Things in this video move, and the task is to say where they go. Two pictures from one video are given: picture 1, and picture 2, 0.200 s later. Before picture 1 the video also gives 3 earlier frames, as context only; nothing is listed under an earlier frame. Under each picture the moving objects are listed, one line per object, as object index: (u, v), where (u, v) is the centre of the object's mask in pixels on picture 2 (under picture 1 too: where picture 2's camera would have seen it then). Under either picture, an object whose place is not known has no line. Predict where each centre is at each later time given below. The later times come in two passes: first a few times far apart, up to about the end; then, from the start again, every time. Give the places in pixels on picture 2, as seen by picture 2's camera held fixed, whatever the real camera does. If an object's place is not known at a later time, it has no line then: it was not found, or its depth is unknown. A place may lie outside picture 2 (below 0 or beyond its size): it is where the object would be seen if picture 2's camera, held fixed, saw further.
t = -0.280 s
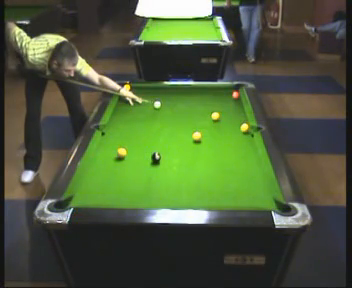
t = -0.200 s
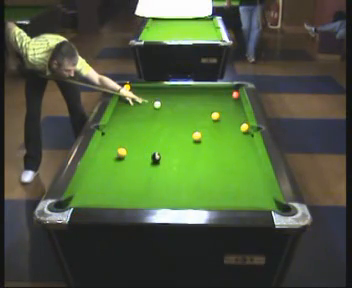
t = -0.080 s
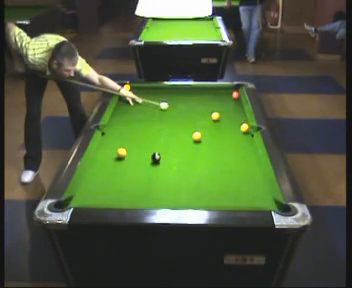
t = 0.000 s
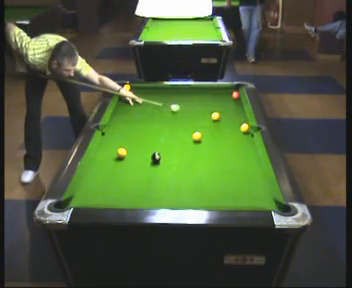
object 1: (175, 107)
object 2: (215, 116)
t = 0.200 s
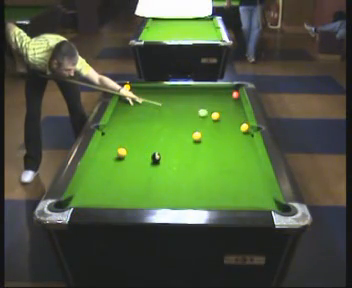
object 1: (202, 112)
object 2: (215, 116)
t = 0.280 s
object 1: (211, 113)
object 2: (217, 117)
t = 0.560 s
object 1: (230, 112)
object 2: (232, 124)
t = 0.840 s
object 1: (238, 110)
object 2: (238, 127)
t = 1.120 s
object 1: (227, 109)
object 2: (238, 129)
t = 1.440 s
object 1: (217, 108)
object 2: (238, 130)
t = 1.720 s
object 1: (210, 107)
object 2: (238, 131)
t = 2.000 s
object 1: (204, 107)
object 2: (238, 131)
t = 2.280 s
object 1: (199, 106)
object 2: (238, 131)
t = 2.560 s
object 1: (196, 106)
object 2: (238, 131)
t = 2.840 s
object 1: (194, 106)
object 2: (238, 131)
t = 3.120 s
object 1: (193, 106)
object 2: (238, 131)
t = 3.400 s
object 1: (193, 106)
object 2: (238, 132)
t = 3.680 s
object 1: (193, 106)
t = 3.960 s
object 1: (193, 106)
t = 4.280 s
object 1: (193, 106)
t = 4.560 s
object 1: (193, 106)
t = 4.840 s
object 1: (193, 106)
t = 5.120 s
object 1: (193, 106)
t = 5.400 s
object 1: (193, 106)
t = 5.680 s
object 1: (193, 106)
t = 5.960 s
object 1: (193, 106)
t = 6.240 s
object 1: (193, 106)
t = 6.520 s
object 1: (193, 106)
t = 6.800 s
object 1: (193, 106)
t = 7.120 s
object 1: (193, 106)
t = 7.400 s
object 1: (193, 106)
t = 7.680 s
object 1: (193, 106)
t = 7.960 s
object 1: (193, 106)
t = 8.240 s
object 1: (193, 106)
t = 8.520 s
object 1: (193, 106)
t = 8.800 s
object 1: (193, 106)
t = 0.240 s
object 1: (207, 113)
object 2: (215, 116)
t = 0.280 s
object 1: (211, 113)
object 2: (217, 117)
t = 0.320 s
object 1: (214, 113)
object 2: (220, 118)
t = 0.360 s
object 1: (216, 112)
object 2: (222, 119)
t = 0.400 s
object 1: (219, 112)
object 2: (224, 120)
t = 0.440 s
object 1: (222, 112)
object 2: (226, 121)
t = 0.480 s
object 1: (225, 112)
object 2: (228, 121)
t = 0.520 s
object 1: (227, 112)
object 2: (230, 122)
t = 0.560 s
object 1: (230, 112)
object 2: (232, 124)
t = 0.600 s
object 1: (233, 112)
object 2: (234, 124)
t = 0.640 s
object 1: (235, 111)
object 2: (236, 125)
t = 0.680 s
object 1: (238, 111)
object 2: (237, 126)
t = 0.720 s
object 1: (240, 111)
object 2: (237, 126)
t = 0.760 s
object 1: (241, 111)
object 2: (238, 127)
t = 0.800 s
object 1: (239, 110)
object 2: (238, 127)
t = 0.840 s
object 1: (238, 110)
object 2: (238, 127)
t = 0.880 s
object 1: (236, 110)
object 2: (238, 127)
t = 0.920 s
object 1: (235, 110)
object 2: (238, 128)
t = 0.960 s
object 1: (233, 110)
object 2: (238, 128)
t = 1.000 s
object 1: (231, 110)
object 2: (238, 128)
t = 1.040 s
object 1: (230, 110)
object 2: (238, 128)
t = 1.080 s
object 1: (229, 109)
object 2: (238, 129)
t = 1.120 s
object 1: (227, 109)
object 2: (238, 129)
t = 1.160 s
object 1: (226, 109)
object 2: (238, 129)
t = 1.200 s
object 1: (224, 109)
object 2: (238, 129)
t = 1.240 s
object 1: (223, 109)
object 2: (238, 129)
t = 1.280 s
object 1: (222, 108)
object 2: (238, 130)
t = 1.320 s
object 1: (220, 108)
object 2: (238, 130)
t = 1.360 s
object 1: (219, 108)
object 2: (238, 130)
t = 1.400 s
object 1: (218, 108)
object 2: (238, 130)
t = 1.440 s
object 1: (217, 108)
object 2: (238, 130)
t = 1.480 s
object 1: (216, 108)
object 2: (238, 130)
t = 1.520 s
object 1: (215, 108)
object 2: (238, 131)
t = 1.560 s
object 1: (214, 108)
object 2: (238, 131)
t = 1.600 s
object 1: (213, 107)
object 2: (238, 131)
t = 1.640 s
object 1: (212, 107)
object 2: (238, 131)
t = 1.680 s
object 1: (211, 108)
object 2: (238, 131)
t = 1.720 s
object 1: (210, 107)
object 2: (238, 131)
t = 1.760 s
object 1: (209, 107)
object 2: (238, 131)
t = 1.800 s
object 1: (208, 107)
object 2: (238, 131)
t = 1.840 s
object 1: (207, 107)
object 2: (238, 131)
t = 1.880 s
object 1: (206, 107)
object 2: (238, 131)
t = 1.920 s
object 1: (205, 107)
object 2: (238, 131)
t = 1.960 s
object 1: (205, 107)
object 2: (238, 131)
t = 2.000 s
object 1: (204, 107)
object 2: (238, 131)
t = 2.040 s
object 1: (203, 107)
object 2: (238, 131)
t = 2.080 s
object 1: (202, 107)
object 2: (238, 131)
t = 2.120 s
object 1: (202, 107)
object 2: (238, 131)
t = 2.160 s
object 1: (201, 106)
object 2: (238, 131)
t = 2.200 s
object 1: (200, 107)
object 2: (238, 131)
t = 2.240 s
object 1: (200, 106)
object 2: (238, 131)
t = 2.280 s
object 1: (199, 106)
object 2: (238, 131)
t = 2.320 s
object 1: (199, 106)
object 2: (238, 131)
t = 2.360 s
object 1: (198, 106)
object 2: (238, 131)
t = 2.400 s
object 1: (198, 106)
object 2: (238, 131)
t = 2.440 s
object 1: (197, 106)
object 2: (238, 131)
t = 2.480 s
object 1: (197, 106)
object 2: (238, 131)
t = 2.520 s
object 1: (196, 106)
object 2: (238, 131)
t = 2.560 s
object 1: (196, 106)
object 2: (238, 131)
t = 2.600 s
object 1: (195, 106)
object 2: (238, 131)
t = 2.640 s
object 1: (195, 106)
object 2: (238, 131)
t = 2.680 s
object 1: (195, 106)
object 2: (238, 131)
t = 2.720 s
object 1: (195, 106)
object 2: (238, 131)
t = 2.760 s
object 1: (194, 106)
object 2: (238, 131)
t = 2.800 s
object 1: (194, 106)
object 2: (238, 131)
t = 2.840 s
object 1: (194, 106)
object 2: (238, 131)
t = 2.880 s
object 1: (193, 106)
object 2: (238, 131)
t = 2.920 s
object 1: (193, 106)
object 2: (238, 131)
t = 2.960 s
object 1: (193, 106)
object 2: (238, 131)
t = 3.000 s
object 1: (193, 106)
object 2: (238, 131)
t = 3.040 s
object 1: (193, 106)
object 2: (238, 131)
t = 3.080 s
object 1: (193, 106)
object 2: (238, 131)
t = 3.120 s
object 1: (193, 106)
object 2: (238, 131)
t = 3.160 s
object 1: (193, 106)
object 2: (238, 132)
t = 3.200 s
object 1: (193, 106)
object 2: (238, 132)
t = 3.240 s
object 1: (193, 106)
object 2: (238, 132)
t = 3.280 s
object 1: (193, 106)
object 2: (238, 132)
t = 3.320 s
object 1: (193, 106)
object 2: (238, 132)
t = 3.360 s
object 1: (193, 106)
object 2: (238, 132)
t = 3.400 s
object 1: (193, 106)
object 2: (238, 132)
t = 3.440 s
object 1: (193, 106)
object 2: (238, 132)
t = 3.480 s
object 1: (193, 106)
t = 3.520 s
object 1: (193, 106)
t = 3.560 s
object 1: (193, 106)
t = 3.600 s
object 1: (193, 106)
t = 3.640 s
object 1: (193, 106)
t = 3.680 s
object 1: (193, 106)
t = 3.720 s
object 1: (193, 106)
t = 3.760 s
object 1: (193, 106)
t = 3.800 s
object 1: (193, 106)
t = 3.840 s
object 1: (193, 106)
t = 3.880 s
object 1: (193, 106)
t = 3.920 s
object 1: (193, 106)
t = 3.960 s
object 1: (193, 106)
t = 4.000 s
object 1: (193, 106)
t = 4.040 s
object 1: (193, 106)
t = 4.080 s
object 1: (193, 106)
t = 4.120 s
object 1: (193, 106)
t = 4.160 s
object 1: (193, 106)
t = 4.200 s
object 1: (193, 106)
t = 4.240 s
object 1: (193, 106)
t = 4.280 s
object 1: (193, 106)
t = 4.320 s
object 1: (193, 106)
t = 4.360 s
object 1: (193, 106)
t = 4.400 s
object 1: (193, 106)
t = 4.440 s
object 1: (193, 106)
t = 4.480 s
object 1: (193, 106)
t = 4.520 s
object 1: (193, 106)
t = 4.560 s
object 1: (193, 106)
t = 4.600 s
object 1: (193, 106)
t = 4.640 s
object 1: (193, 106)
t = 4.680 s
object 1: (193, 106)
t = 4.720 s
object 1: (193, 106)
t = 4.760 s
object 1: (193, 106)
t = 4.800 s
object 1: (193, 106)
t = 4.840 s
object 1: (193, 106)
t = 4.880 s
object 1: (193, 106)
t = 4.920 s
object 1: (193, 106)
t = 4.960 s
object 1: (193, 106)
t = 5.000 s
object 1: (193, 106)
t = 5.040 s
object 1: (193, 106)
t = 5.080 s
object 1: (193, 106)
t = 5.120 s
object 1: (193, 106)
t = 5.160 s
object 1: (193, 106)
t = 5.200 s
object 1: (193, 106)
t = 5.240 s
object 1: (193, 106)
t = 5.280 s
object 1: (193, 106)
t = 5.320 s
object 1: (193, 106)
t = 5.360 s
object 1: (193, 106)
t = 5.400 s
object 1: (193, 106)
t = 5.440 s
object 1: (193, 106)
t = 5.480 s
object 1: (193, 106)
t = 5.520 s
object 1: (193, 106)
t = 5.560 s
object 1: (193, 106)
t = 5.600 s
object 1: (193, 106)
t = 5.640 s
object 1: (193, 106)
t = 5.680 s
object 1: (193, 106)
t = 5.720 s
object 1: (193, 106)
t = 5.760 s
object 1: (193, 106)
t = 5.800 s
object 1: (193, 106)
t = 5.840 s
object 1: (193, 106)
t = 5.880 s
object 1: (193, 106)
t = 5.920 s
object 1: (193, 106)
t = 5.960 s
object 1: (193, 106)
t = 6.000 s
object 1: (193, 106)
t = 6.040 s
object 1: (193, 106)
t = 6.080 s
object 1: (193, 106)
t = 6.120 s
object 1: (193, 106)
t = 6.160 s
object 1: (193, 106)
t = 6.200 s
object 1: (193, 106)
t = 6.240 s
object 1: (193, 106)
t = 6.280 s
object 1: (193, 106)
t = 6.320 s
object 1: (193, 106)
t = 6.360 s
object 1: (193, 106)
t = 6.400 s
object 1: (193, 106)
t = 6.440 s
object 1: (193, 106)
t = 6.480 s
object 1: (193, 106)
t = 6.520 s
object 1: (193, 106)
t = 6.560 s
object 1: (193, 106)
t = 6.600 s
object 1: (193, 106)
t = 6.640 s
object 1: (193, 106)
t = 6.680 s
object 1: (193, 106)
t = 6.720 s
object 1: (193, 106)
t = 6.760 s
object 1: (193, 106)
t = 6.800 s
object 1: (193, 106)
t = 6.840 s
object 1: (193, 106)
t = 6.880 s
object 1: (193, 106)
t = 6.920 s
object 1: (193, 106)
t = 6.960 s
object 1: (193, 106)
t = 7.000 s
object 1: (193, 106)
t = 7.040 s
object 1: (193, 106)
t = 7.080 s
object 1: (193, 106)
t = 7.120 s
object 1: (193, 106)
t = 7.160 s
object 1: (193, 106)
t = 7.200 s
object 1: (193, 106)
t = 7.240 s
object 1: (193, 106)
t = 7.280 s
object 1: (193, 106)
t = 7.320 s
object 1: (193, 106)
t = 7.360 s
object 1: (193, 106)
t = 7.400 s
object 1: (193, 106)
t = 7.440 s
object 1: (193, 106)
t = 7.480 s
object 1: (193, 106)
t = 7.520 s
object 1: (193, 106)
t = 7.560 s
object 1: (193, 106)
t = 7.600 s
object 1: (193, 106)
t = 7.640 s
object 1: (193, 106)
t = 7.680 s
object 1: (193, 106)
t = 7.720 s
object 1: (193, 106)
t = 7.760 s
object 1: (193, 106)
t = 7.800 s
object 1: (193, 106)
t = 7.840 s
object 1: (193, 106)
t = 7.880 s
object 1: (193, 106)
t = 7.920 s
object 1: (193, 106)
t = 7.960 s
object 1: (193, 106)
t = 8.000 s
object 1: (193, 106)
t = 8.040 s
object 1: (193, 106)
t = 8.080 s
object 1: (193, 106)
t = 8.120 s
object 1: (193, 106)
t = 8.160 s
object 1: (193, 106)
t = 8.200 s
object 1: (193, 106)
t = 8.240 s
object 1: (193, 106)
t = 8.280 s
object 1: (193, 106)
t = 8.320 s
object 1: (193, 106)
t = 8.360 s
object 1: (193, 106)
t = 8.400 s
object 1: (193, 106)
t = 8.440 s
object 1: (193, 106)
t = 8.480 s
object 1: (193, 106)
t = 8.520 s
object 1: (193, 106)
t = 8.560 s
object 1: (193, 106)
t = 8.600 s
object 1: (193, 106)
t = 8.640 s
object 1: (193, 106)
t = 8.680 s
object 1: (193, 106)
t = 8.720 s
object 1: (193, 106)
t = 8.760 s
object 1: (193, 106)
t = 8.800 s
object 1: (193, 106)
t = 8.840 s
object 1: (193, 106)
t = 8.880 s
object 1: (193, 106)
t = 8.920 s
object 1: (193, 106)
